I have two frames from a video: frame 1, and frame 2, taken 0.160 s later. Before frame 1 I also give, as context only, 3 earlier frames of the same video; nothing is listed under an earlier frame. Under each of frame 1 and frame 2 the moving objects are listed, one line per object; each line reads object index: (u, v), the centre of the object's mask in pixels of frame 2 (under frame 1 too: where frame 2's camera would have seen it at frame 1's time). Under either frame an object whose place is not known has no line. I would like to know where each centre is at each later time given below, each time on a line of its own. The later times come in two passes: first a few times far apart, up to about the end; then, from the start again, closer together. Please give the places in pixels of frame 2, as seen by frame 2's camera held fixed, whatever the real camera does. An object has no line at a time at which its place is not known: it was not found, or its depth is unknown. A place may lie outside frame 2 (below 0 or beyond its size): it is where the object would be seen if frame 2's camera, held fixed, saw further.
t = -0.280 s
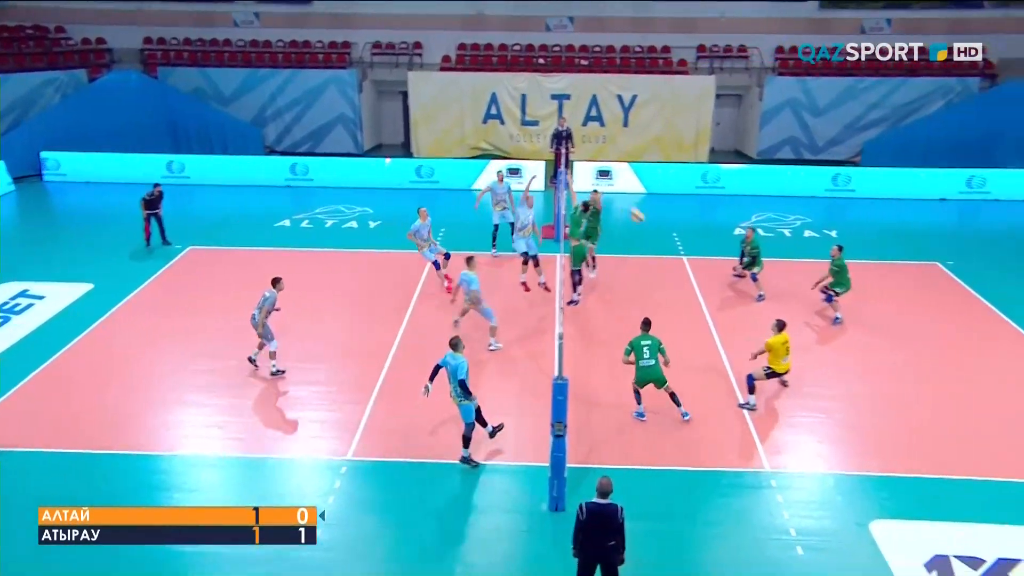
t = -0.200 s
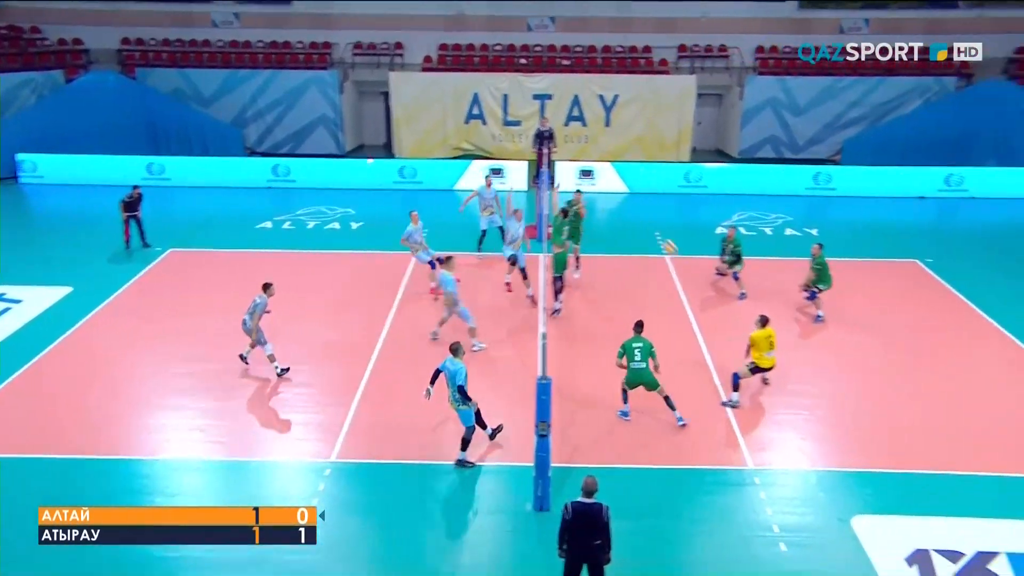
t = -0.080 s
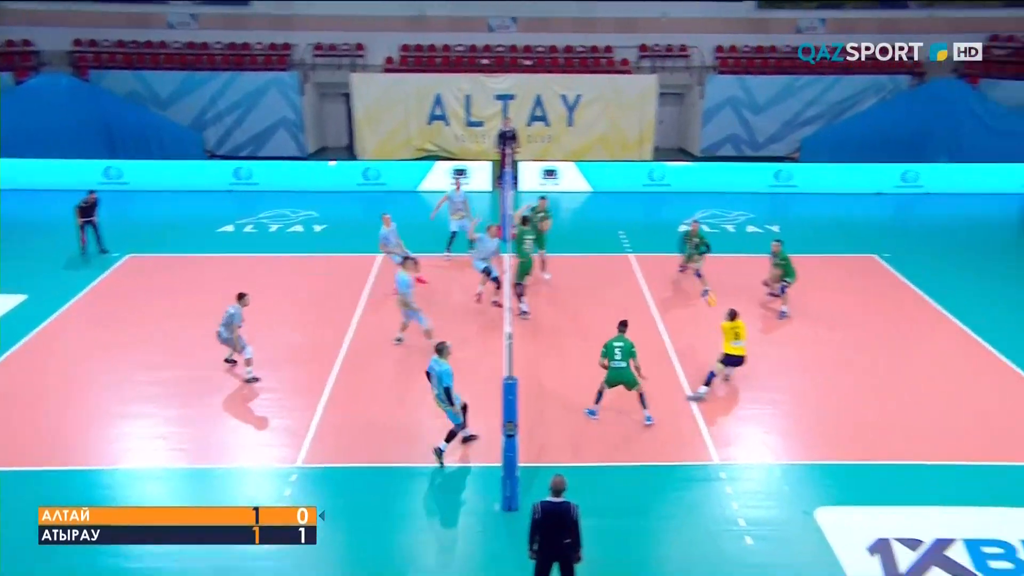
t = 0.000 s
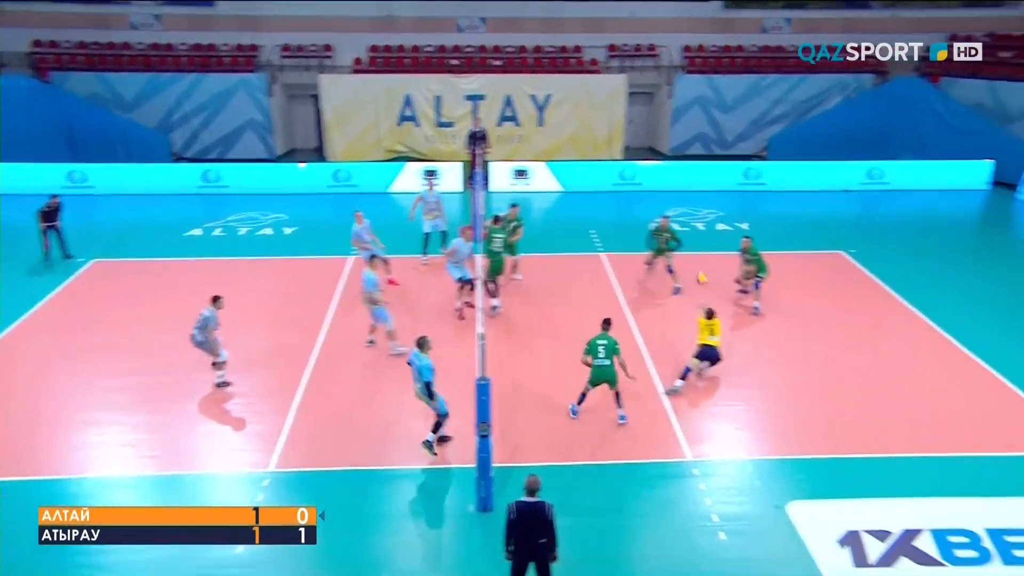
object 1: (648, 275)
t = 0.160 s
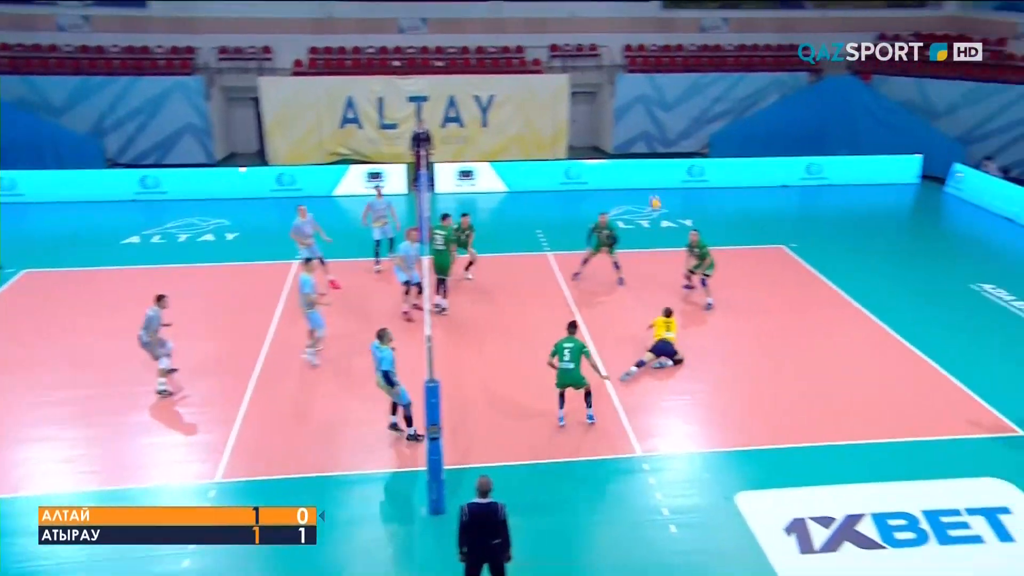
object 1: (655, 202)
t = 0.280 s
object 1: (661, 155)
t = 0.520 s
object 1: (675, 85)
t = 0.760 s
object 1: (688, 50)
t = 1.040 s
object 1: (699, 52)
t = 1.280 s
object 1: (705, 92)
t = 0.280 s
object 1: (661, 155)
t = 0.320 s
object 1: (663, 141)
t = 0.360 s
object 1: (665, 128)
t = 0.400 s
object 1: (668, 116)
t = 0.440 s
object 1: (670, 105)
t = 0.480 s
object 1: (672, 95)
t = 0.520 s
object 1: (675, 85)
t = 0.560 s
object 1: (677, 77)
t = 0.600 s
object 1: (679, 69)
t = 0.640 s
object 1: (681, 63)
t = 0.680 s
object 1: (683, 58)
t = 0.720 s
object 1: (685, 53)
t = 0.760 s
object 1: (688, 50)
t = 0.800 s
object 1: (689, 47)
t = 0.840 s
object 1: (691, 46)
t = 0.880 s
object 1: (693, 45)
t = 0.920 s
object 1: (694, 45)
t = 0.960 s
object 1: (696, 46)
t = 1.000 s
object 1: (698, 49)
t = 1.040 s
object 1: (699, 52)
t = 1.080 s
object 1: (700, 57)
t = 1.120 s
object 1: (701, 62)
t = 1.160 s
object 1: (703, 68)
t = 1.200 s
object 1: (704, 75)
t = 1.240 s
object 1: (705, 83)
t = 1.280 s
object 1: (705, 92)
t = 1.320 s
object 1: (706, 102)
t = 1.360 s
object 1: (706, 113)
